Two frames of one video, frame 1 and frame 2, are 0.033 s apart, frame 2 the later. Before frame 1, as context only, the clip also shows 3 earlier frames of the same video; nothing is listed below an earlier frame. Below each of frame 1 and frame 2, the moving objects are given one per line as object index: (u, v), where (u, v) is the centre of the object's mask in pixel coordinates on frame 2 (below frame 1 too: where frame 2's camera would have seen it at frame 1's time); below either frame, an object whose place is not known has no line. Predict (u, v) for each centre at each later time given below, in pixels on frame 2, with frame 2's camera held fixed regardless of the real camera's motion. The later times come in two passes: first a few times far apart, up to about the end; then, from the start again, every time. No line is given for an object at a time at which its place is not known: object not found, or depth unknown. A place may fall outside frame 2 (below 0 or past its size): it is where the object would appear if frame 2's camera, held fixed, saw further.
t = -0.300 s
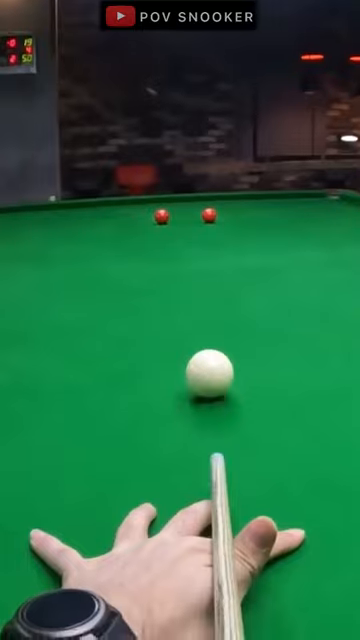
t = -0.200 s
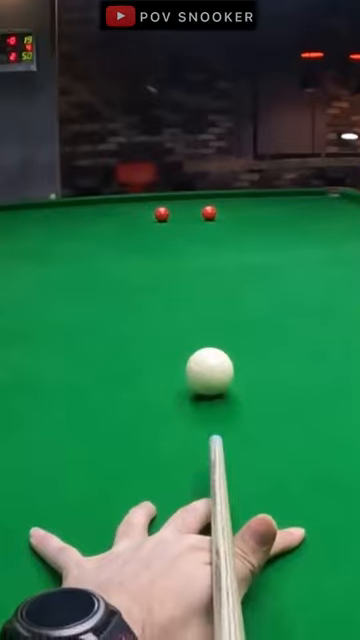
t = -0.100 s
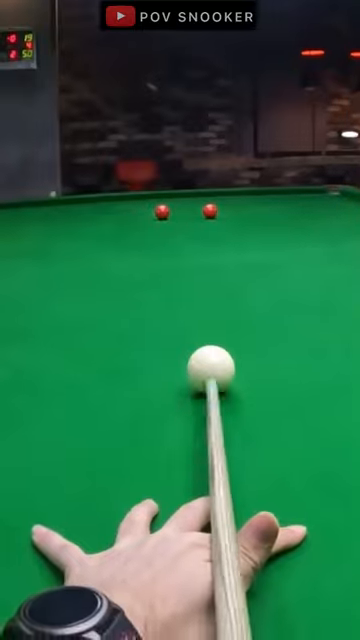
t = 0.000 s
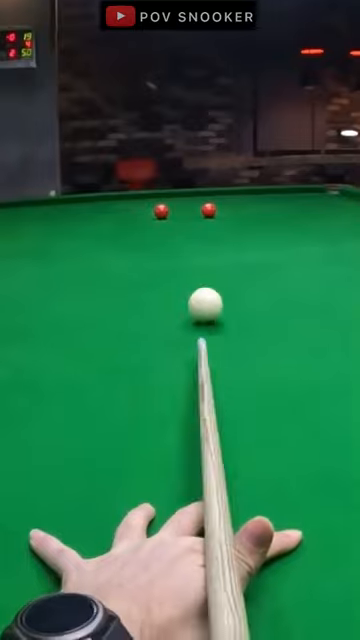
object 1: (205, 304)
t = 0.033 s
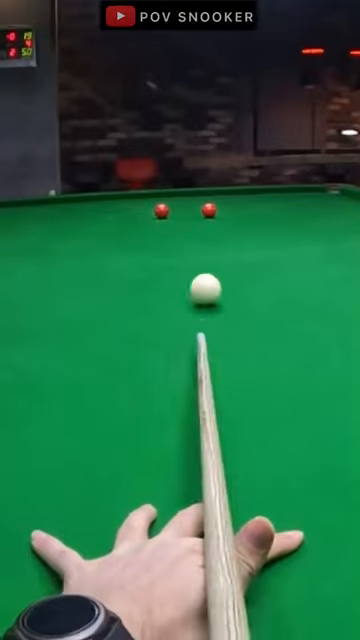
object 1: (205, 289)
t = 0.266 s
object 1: (203, 235)
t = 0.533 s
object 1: (188, 214)
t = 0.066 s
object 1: (205, 276)
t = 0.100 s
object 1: (204, 266)
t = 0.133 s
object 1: (204, 259)
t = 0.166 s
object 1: (204, 251)
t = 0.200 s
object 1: (203, 245)
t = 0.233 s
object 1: (203, 240)
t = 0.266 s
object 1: (203, 235)
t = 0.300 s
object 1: (202, 231)
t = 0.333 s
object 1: (202, 228)
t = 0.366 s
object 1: (202, 225)
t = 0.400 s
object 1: (202, 222)
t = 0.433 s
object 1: (202, 218)
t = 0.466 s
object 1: (201, 216)
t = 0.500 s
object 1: (198, 214)
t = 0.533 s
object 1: (188, 214)
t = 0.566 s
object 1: (179, 213)
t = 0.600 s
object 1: (175, 212)
